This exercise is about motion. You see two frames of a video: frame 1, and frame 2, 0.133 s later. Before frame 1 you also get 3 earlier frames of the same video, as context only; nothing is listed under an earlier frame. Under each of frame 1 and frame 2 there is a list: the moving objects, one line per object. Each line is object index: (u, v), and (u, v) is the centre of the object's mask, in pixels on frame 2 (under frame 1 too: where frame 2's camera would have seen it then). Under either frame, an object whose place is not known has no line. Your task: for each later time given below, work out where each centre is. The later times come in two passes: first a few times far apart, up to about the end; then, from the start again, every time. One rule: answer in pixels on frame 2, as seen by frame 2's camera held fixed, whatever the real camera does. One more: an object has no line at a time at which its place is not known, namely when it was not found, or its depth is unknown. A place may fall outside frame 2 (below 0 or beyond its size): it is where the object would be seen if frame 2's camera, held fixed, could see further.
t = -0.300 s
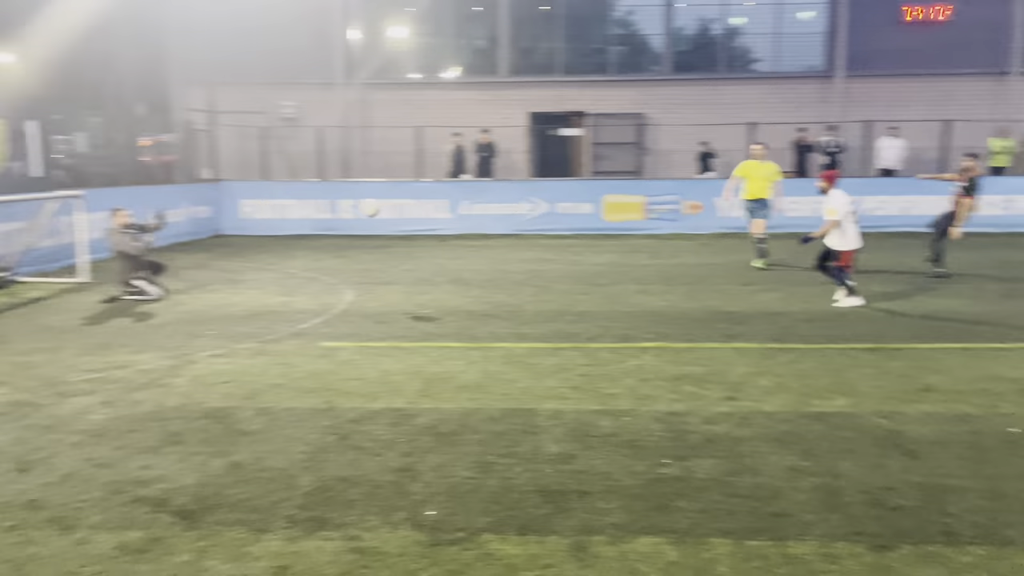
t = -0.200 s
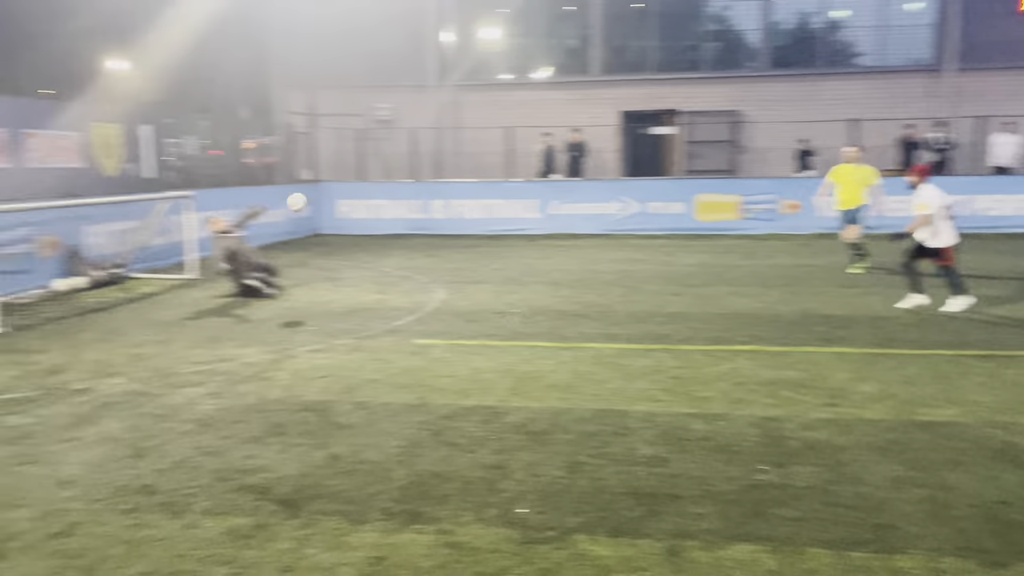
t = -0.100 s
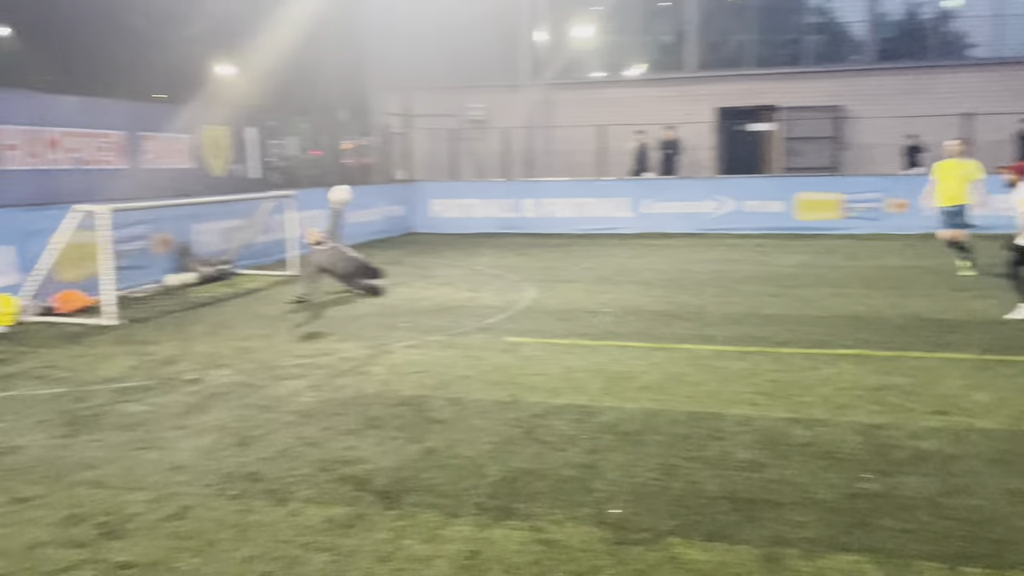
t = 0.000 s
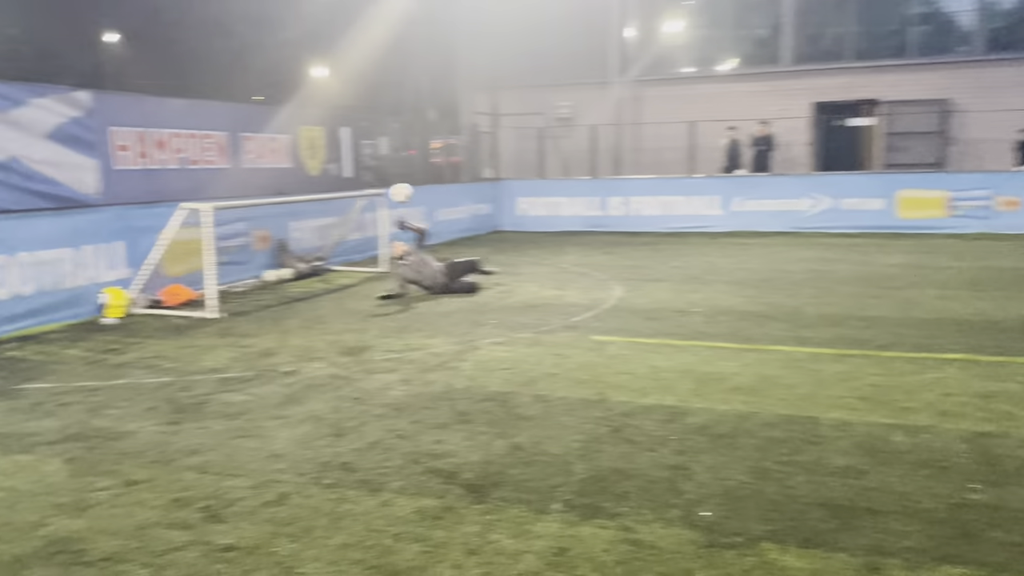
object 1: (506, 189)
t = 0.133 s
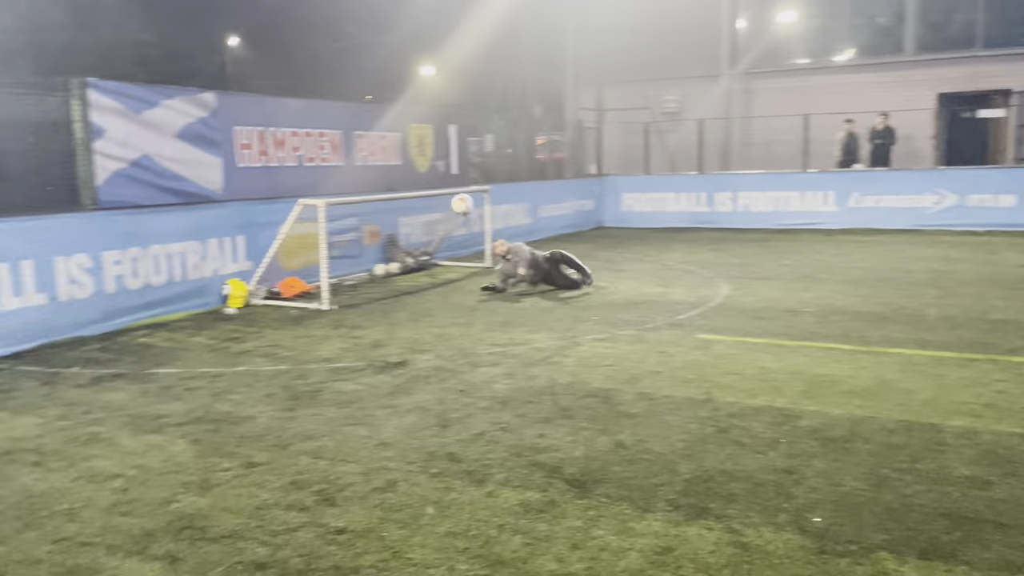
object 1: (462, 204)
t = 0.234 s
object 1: (424, 228)
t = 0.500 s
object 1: (300, 354)
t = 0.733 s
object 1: (228, 300)
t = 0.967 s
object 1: (145, 319)
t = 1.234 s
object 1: (30, 421)
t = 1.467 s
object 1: (-128, 421)
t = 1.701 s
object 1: (-337, 536)
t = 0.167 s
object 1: (450, 211)
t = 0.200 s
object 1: (438, 219)
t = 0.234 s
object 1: (424, 228)
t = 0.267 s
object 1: (412, 241)
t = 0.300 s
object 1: (397, 253)
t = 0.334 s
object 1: (382, 268)
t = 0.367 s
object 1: (366, 285)
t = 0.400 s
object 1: (350, 304)
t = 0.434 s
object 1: (332, 325)
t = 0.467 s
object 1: (314, 350)
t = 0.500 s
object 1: (300, 354)
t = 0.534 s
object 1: (290, 342)
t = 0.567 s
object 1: (281, 331)
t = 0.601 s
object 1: (270, 321)
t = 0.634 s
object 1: (260, 315)
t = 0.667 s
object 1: (250, 309)
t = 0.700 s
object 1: (239, 304)
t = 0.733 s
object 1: (228, 300)
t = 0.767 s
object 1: (217, 297)
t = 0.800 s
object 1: (206, 297)
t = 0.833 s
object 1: (195, 298)
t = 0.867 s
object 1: (183, 301)
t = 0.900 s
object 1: (170, 305)
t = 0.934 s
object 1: (158, 311)
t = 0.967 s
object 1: (145, 319)
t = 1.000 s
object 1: (133, 329)
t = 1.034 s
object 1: (120, 340)
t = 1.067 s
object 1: (106, 354)
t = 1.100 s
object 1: (92, 370)
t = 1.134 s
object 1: (78, 388)
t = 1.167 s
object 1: (65, 409)
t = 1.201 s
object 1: (49, 428)
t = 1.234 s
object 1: (30, 421)
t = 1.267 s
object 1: (9, 415)
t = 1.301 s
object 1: (-11, 411)
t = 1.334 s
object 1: (-32, 408)
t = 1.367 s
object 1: (-54, 408)
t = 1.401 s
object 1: (-77, 409)
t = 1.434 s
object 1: (-102, 414)
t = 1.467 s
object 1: (-128, 421)
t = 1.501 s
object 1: (-154, 430)
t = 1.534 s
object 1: (-181, 442)
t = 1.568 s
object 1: (-209, 457)
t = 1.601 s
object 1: (-239, 474)
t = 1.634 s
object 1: (-270, 495)
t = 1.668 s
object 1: (-303, 521)
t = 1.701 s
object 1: (-337, 536)
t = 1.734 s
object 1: (-374, 534)
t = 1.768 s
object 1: (-413, 536)
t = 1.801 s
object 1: (-453, 541)
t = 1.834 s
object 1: (-496, 548)
